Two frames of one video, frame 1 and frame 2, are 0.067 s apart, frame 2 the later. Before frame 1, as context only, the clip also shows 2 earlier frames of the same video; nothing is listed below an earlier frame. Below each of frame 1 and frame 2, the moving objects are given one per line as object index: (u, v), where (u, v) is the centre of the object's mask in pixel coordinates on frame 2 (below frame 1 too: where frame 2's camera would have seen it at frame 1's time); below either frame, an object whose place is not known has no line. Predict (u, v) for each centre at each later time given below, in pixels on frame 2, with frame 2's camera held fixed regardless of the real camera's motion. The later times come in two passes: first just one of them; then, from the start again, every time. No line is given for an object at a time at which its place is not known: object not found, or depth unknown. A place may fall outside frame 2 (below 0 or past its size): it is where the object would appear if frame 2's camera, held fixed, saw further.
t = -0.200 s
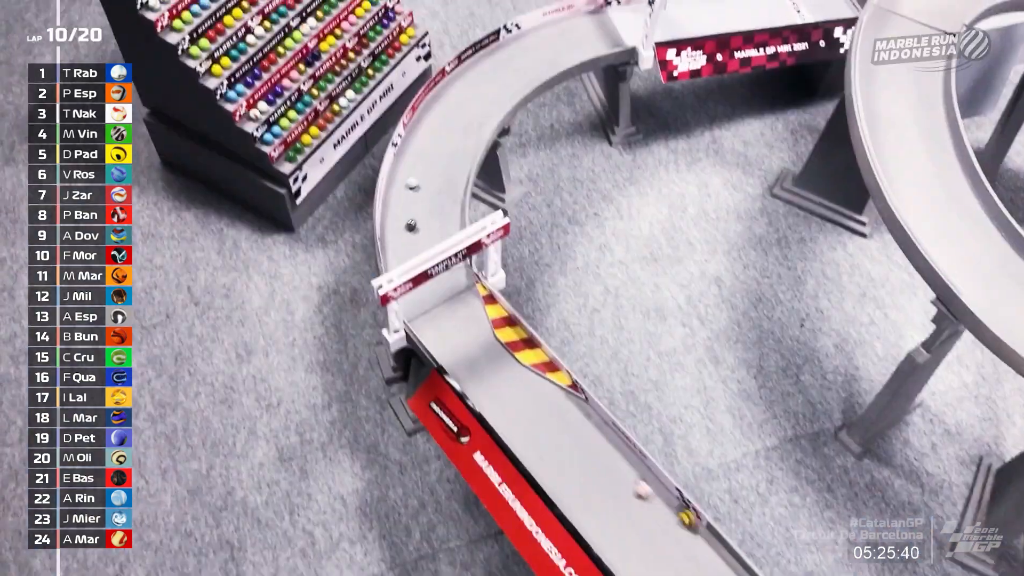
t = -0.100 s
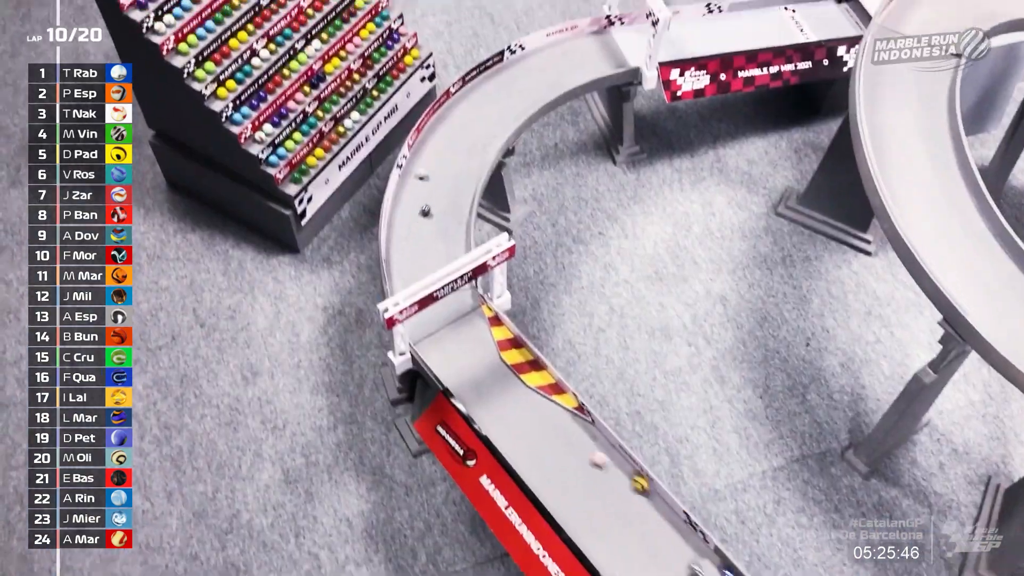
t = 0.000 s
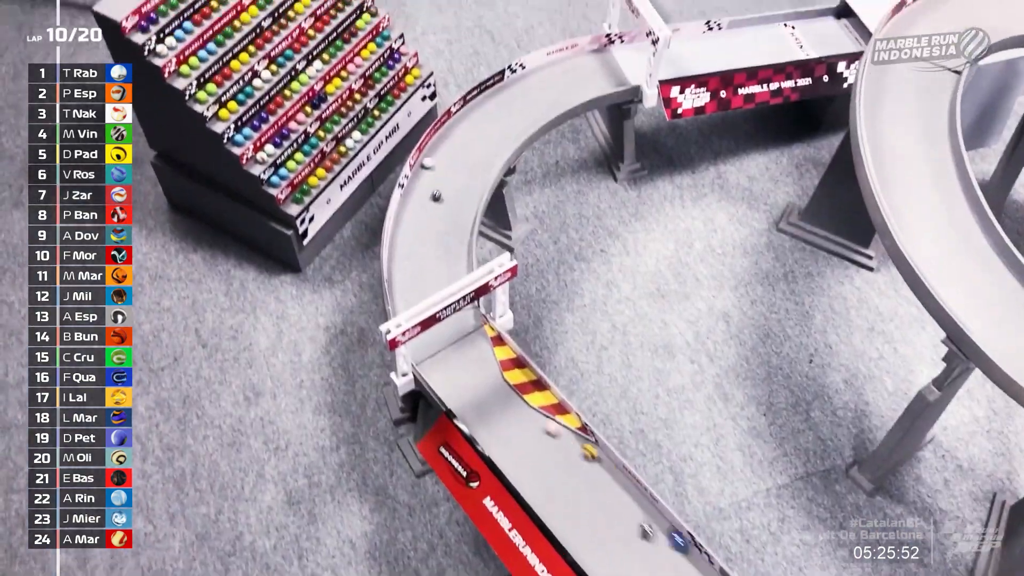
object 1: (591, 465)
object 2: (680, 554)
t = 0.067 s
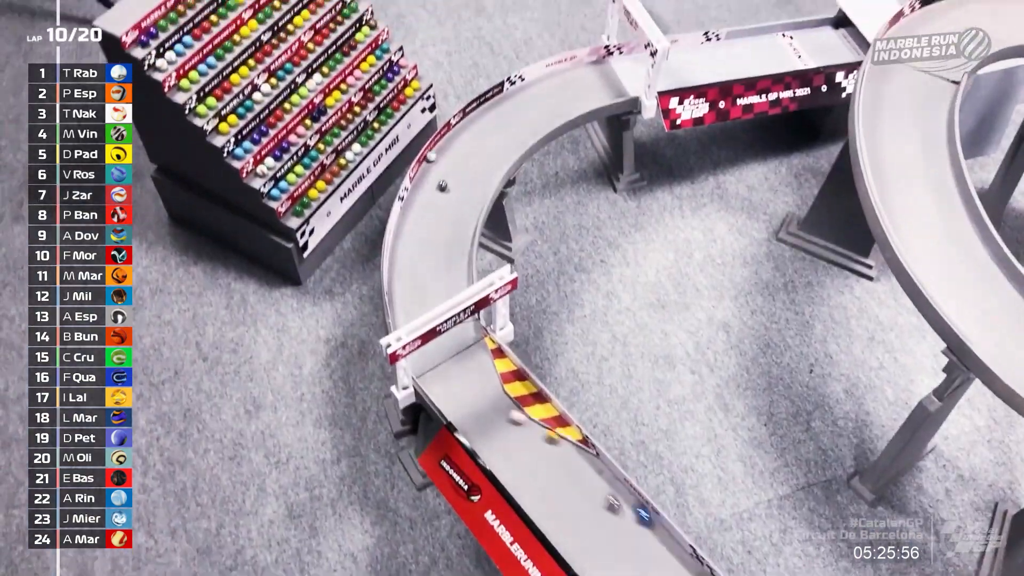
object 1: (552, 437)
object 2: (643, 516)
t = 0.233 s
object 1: (453, 376)
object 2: (549, 436)
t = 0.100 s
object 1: (532, 422)
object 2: (626, 499)
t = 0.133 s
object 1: (512, 412)
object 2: (607, 481)
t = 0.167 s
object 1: (493, 400)
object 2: (589, 462)
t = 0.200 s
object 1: (472, 389)
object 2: (571, 448)
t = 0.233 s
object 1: (453, 376)
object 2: (549, 436)
